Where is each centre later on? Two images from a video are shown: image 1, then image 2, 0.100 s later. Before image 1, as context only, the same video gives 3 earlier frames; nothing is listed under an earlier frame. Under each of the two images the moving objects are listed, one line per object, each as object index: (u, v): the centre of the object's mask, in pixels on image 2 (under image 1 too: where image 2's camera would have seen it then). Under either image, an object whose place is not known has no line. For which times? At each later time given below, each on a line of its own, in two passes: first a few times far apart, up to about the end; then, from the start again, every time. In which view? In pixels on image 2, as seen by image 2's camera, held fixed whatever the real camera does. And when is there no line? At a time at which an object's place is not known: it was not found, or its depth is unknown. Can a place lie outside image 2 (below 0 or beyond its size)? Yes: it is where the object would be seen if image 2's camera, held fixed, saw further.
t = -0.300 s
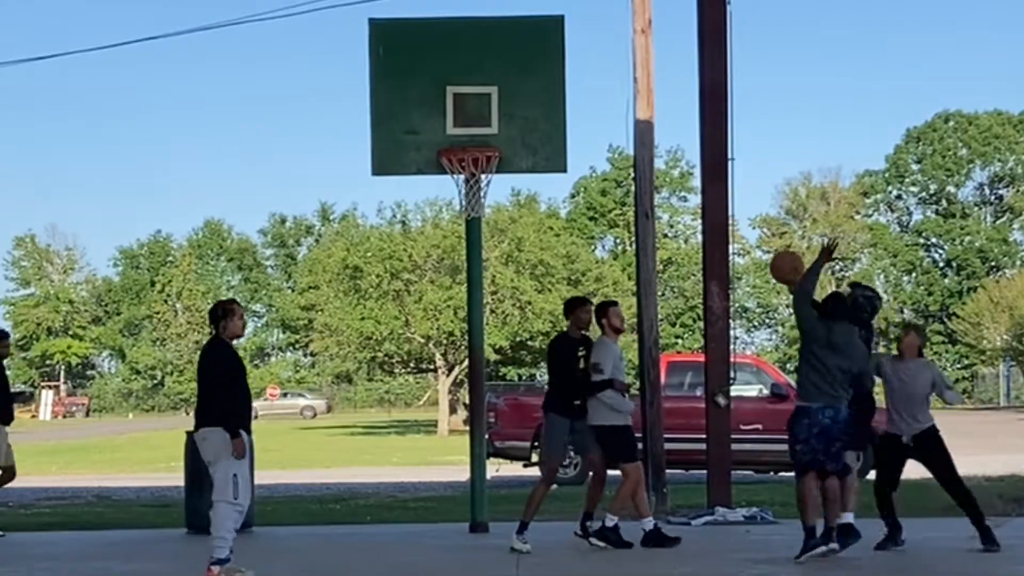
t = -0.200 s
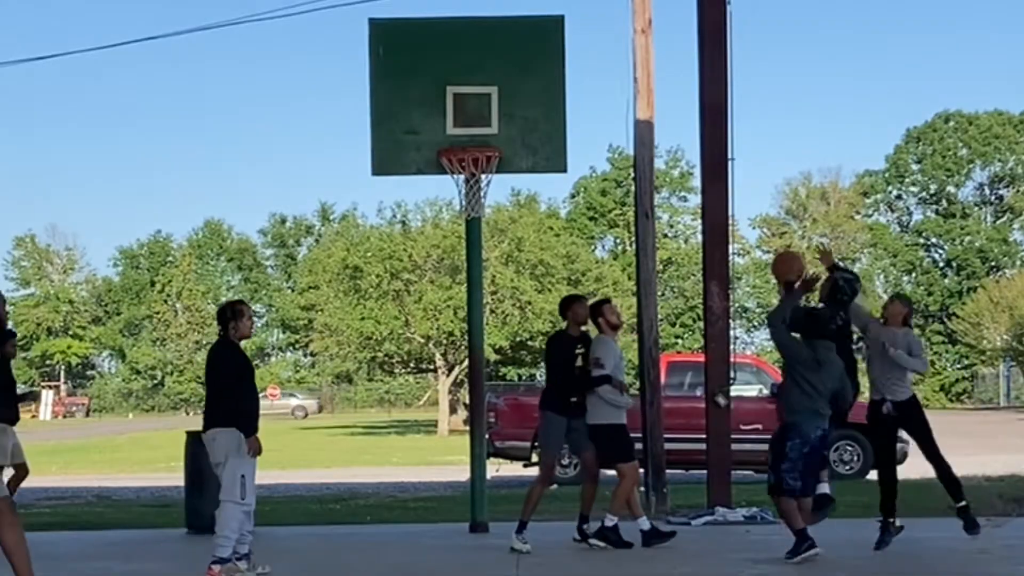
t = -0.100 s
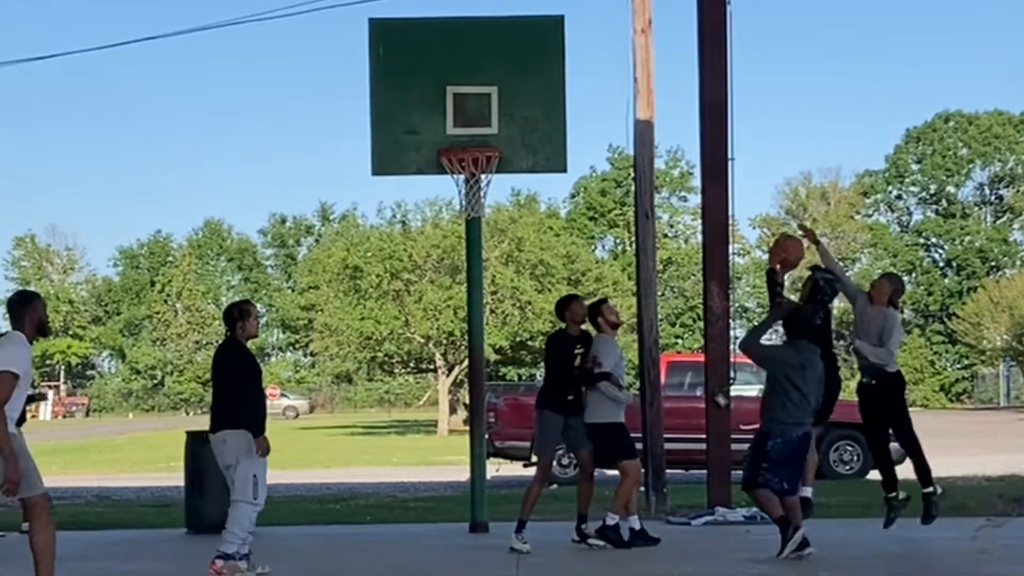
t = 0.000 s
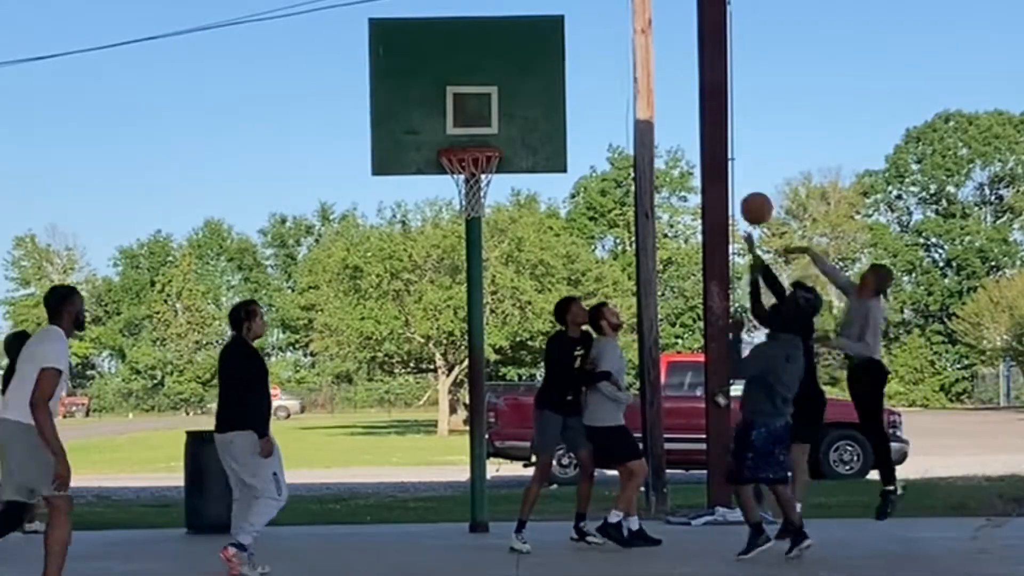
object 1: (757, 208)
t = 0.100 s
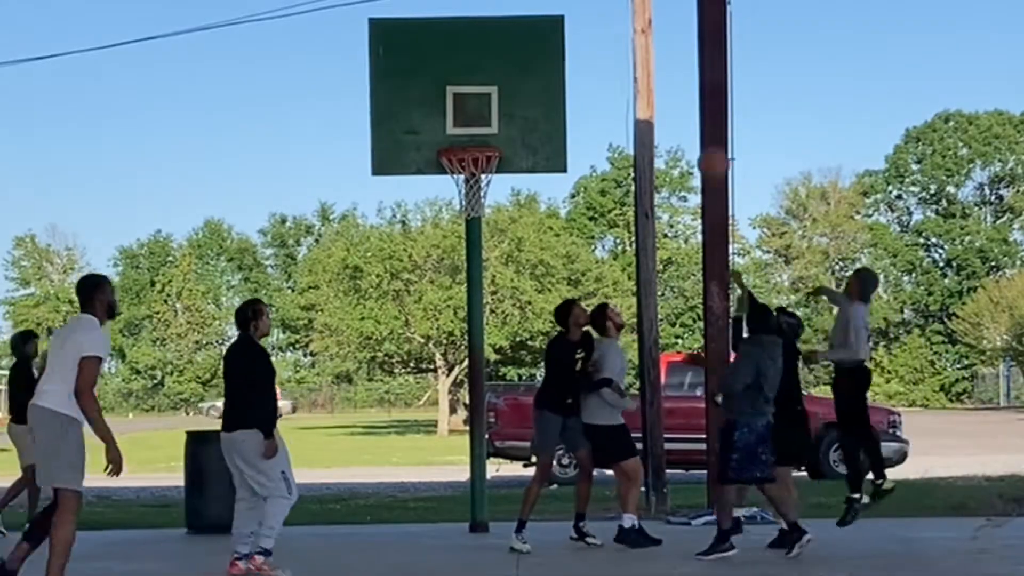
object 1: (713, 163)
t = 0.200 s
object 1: (673, 132)
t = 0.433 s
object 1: (581, 111)
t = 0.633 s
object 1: (507, 148)
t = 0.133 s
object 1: (700, 151)
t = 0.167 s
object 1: (686, 141)
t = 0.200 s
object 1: (673, 132)
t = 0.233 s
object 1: (660, 124)
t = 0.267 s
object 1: (646, 119)
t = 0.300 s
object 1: (632, 114)
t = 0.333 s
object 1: (620, 111)
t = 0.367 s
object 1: (606, 110)
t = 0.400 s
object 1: (593, 109)
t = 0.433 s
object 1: (581, 111)
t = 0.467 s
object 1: (569, 113)
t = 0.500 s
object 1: (556, 117)
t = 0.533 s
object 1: (544, 124)
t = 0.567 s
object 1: (530, 130)
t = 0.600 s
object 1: (520, 138)
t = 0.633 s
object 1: (507, 148)
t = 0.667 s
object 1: (493, 160)
